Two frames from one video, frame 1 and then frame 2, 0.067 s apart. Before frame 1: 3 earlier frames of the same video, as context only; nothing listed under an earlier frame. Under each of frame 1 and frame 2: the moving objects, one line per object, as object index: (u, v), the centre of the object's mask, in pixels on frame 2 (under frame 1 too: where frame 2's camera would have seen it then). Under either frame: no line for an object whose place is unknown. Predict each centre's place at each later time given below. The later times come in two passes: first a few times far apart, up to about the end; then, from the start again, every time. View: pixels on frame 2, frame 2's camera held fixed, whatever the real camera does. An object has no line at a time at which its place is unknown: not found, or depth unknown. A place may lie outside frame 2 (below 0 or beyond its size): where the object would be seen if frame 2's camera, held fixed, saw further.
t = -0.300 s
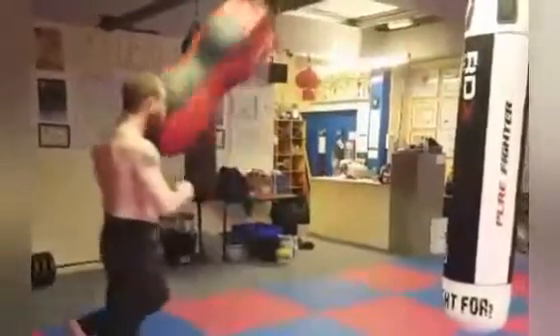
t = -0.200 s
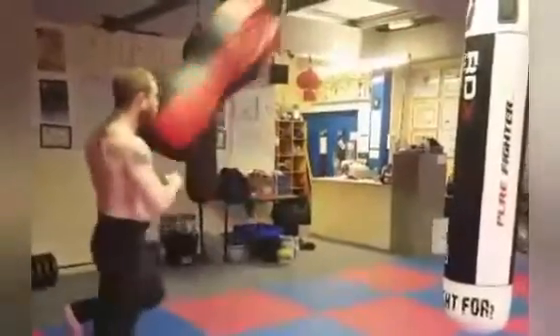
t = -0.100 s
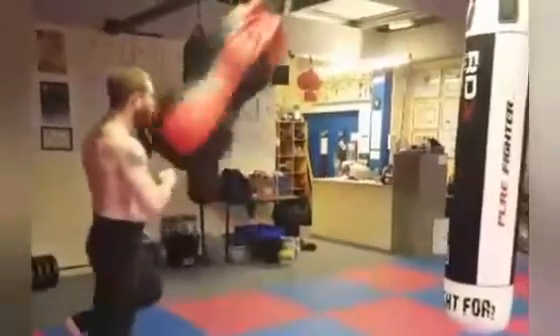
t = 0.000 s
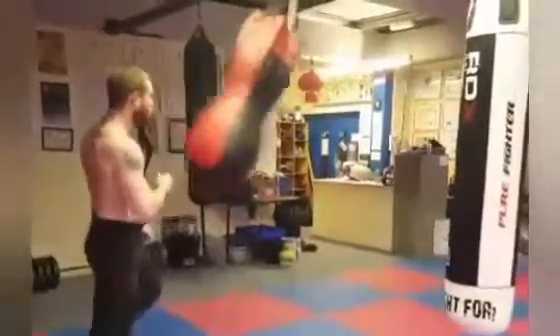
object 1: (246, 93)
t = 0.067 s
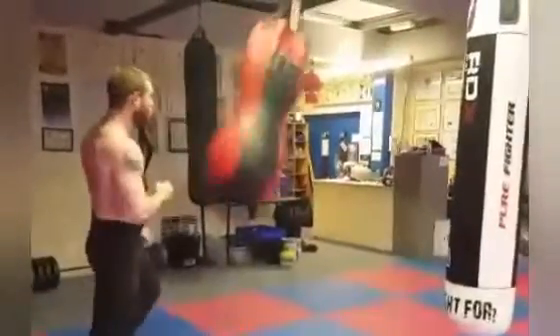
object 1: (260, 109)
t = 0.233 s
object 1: (311, 116)
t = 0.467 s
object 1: (363, 104)
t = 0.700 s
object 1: (381, 85)
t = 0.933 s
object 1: (370, 86)
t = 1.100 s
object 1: (347, 100)
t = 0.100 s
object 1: (272, 112)
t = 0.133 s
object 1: (280, 116)
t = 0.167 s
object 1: (291, 116)
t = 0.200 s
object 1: (301, 117)
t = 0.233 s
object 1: (311, 116)
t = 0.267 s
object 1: (321, 118)
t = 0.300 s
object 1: (329, 117)
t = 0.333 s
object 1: (336, 115)
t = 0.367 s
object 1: (343, 113)
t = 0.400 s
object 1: (349, 110)
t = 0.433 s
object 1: (355, 106)
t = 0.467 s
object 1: (363, 104)
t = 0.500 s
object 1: (368, 100)
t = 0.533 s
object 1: (372, 99)
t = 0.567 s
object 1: (376, 97)
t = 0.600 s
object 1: (379, 94)
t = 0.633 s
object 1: (380, 93)
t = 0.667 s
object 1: (380, 87)
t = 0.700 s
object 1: (381, 85)
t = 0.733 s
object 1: (381, 84)
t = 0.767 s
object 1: (381, 84)
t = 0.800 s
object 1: (380, 83)
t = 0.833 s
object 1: (378, 82)
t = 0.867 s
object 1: (376, 83)
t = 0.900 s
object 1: (373, 85)
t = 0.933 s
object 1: (370, 86)
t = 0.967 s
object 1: (366, 88)
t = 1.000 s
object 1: (362, 91)
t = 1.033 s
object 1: (357, 94)
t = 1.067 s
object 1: (351, 98)
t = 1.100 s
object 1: (347, 100)
